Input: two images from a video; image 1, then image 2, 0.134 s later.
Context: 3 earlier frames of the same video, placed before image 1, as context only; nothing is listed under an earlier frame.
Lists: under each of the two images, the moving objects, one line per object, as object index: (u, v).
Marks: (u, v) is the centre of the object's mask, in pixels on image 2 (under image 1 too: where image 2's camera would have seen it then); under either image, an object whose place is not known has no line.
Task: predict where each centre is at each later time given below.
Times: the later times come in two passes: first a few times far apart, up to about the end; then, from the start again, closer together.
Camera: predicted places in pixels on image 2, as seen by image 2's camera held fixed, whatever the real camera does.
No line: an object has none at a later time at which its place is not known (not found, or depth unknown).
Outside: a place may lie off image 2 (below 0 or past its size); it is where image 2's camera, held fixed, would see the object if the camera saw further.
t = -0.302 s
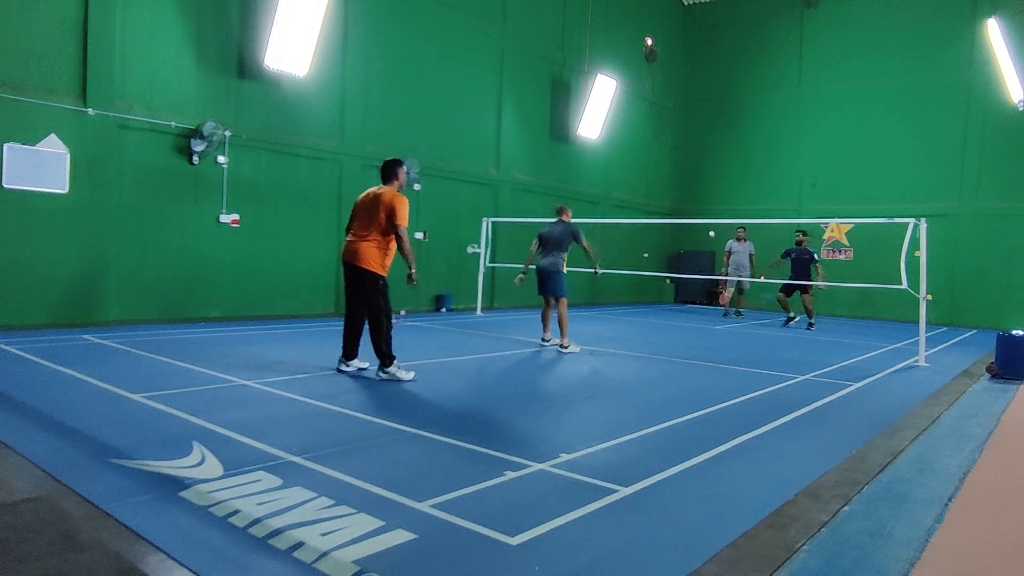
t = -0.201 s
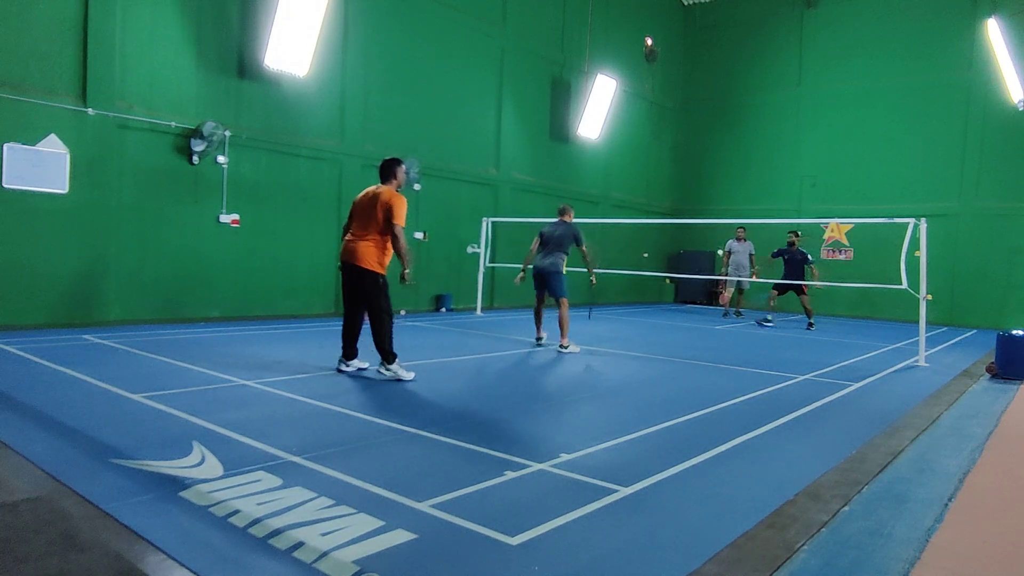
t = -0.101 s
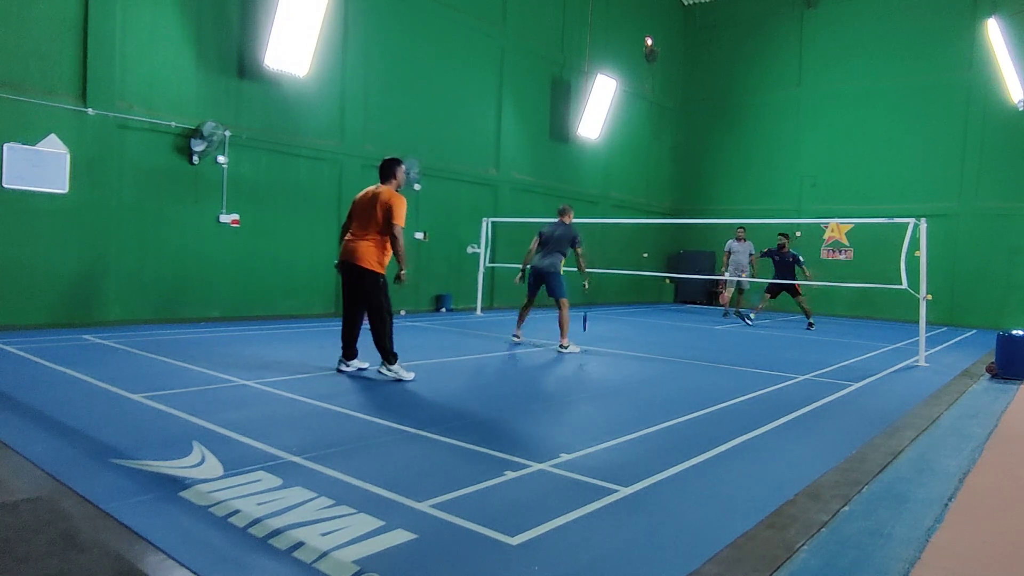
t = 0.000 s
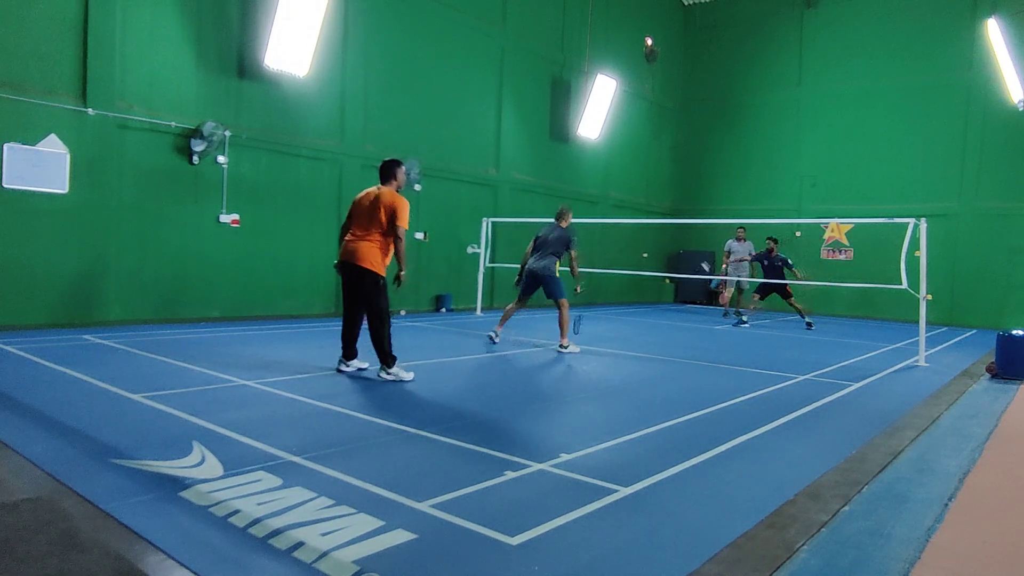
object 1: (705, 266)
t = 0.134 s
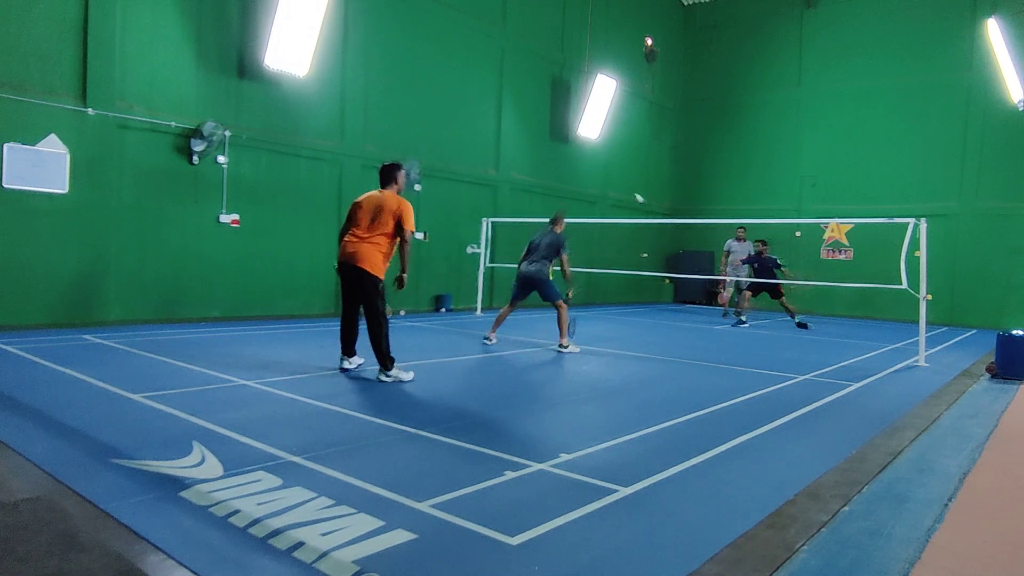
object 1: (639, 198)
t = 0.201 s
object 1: (607, 171)
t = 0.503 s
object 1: (480, 108)
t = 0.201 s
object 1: (607, 171)
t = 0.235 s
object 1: (592, 161)
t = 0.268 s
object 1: (577, 150)
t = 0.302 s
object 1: (563, 141)
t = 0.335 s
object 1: (548, 133)
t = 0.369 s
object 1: (534, 126)
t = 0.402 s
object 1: (520, 120)
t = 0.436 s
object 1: (507, 115)
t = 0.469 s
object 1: (493, 111)
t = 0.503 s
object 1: (480, 108)
